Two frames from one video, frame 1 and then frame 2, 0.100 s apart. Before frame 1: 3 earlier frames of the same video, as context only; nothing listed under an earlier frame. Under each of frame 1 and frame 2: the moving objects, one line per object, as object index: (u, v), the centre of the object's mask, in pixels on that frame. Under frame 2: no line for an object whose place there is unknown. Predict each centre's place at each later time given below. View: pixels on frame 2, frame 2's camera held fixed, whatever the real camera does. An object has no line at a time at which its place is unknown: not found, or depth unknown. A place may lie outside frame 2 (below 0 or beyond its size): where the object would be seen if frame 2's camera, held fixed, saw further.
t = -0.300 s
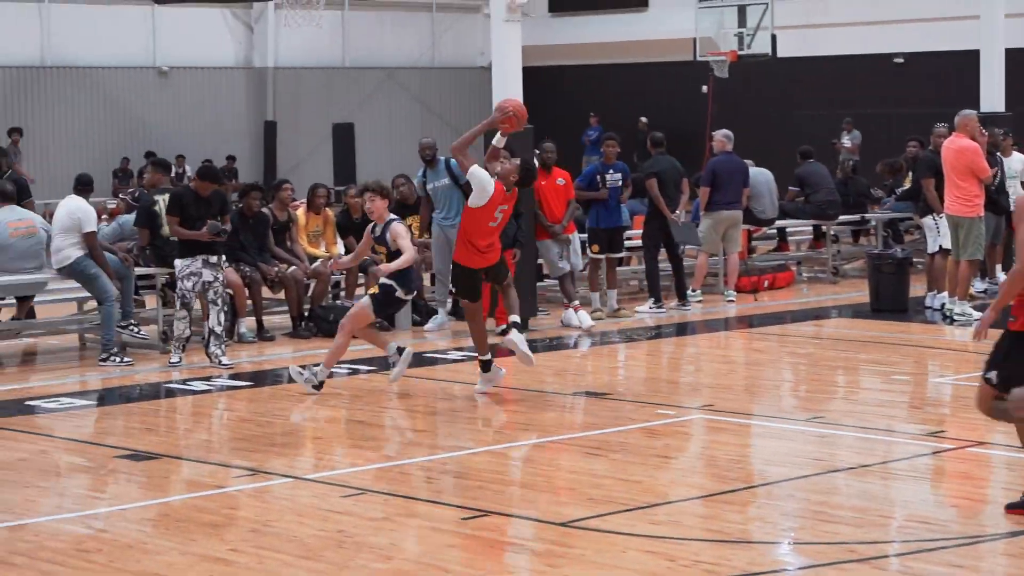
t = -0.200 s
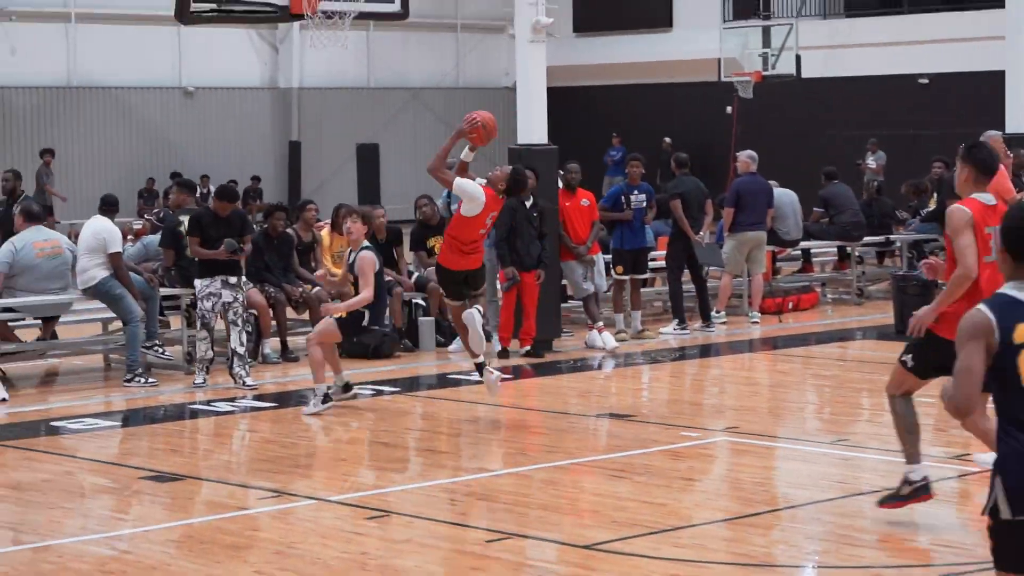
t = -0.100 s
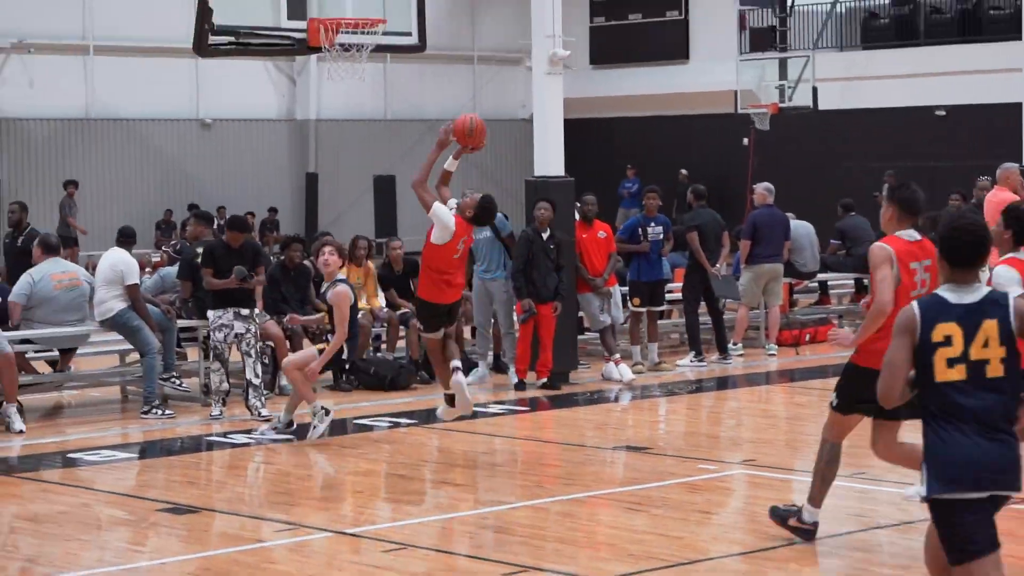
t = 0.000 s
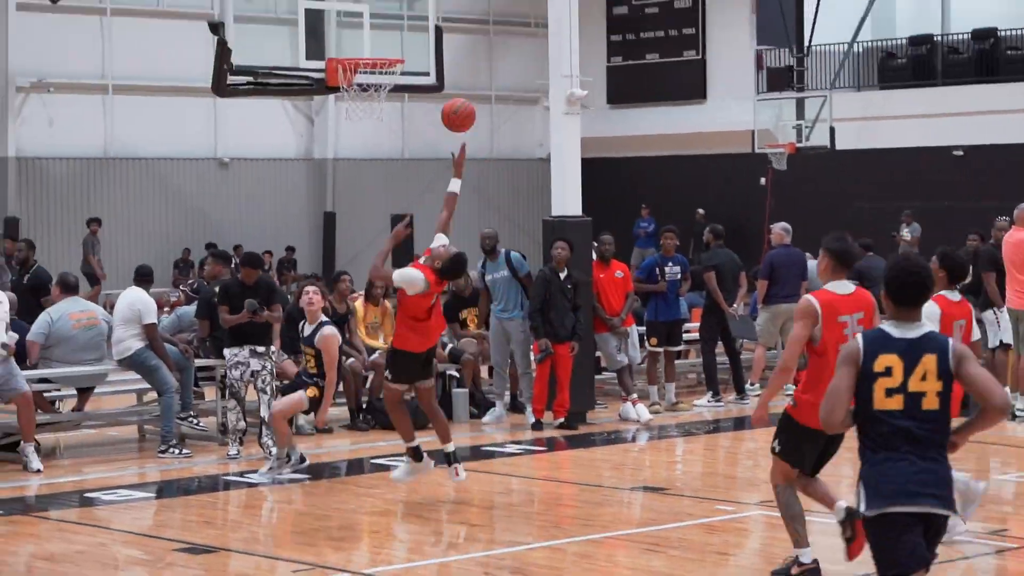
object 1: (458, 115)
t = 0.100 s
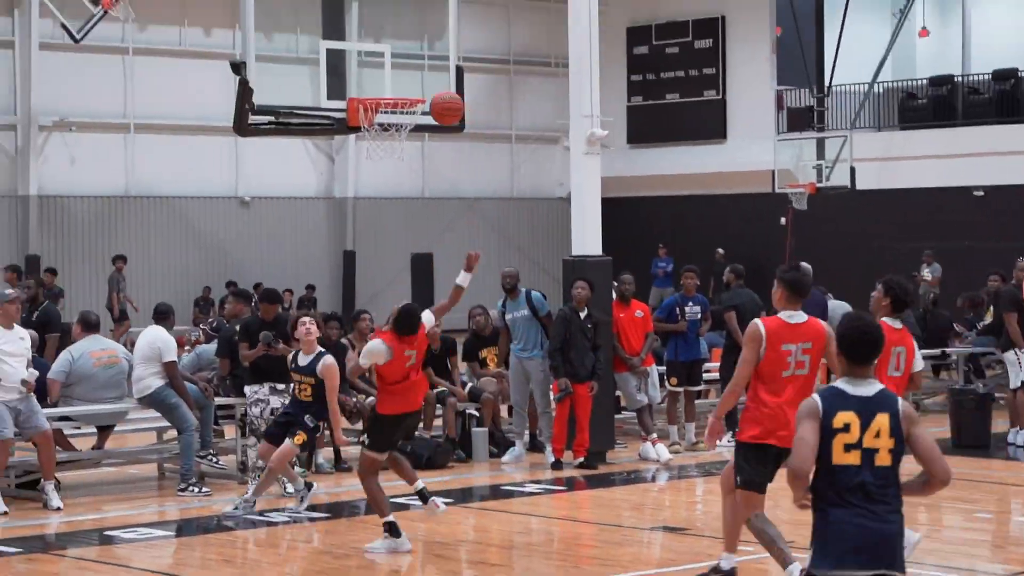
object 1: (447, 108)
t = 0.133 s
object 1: (438, 97)
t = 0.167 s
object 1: (428, 87)
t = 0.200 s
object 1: (419, 79)
